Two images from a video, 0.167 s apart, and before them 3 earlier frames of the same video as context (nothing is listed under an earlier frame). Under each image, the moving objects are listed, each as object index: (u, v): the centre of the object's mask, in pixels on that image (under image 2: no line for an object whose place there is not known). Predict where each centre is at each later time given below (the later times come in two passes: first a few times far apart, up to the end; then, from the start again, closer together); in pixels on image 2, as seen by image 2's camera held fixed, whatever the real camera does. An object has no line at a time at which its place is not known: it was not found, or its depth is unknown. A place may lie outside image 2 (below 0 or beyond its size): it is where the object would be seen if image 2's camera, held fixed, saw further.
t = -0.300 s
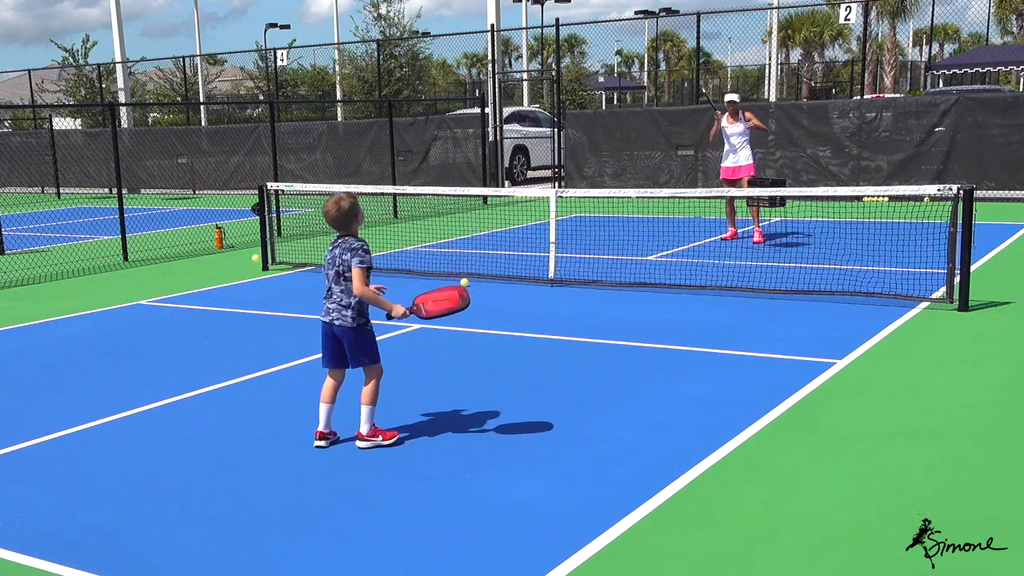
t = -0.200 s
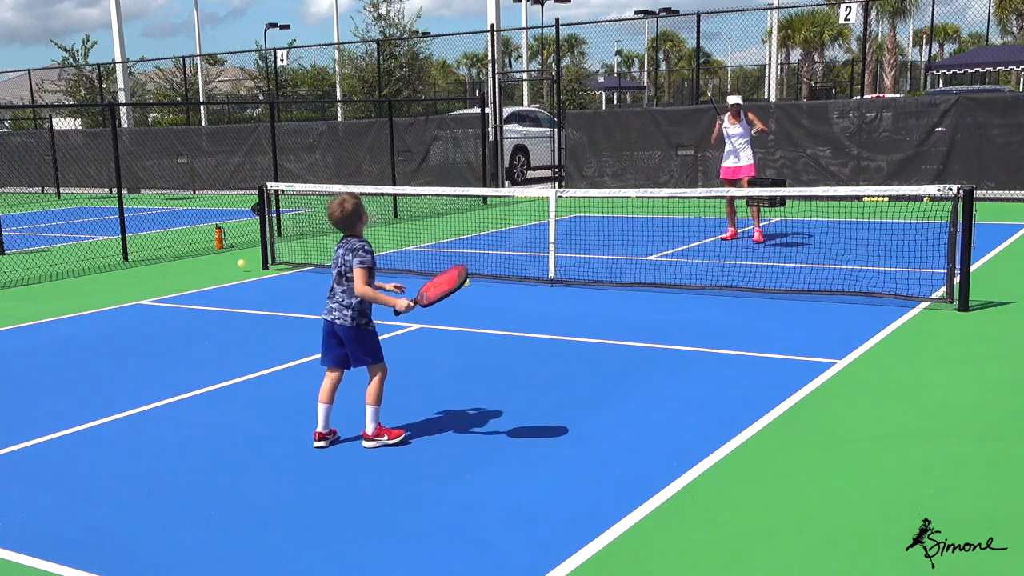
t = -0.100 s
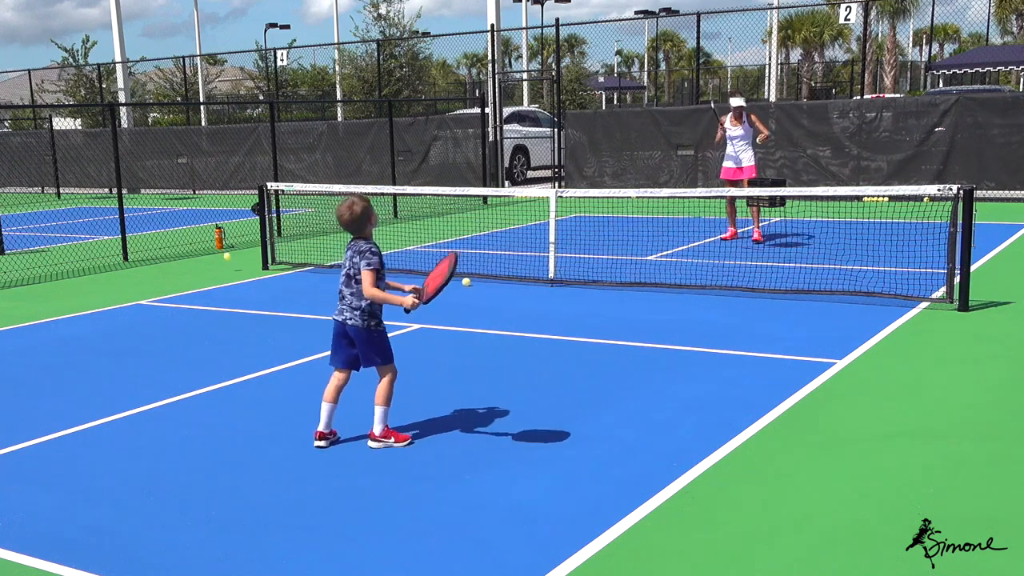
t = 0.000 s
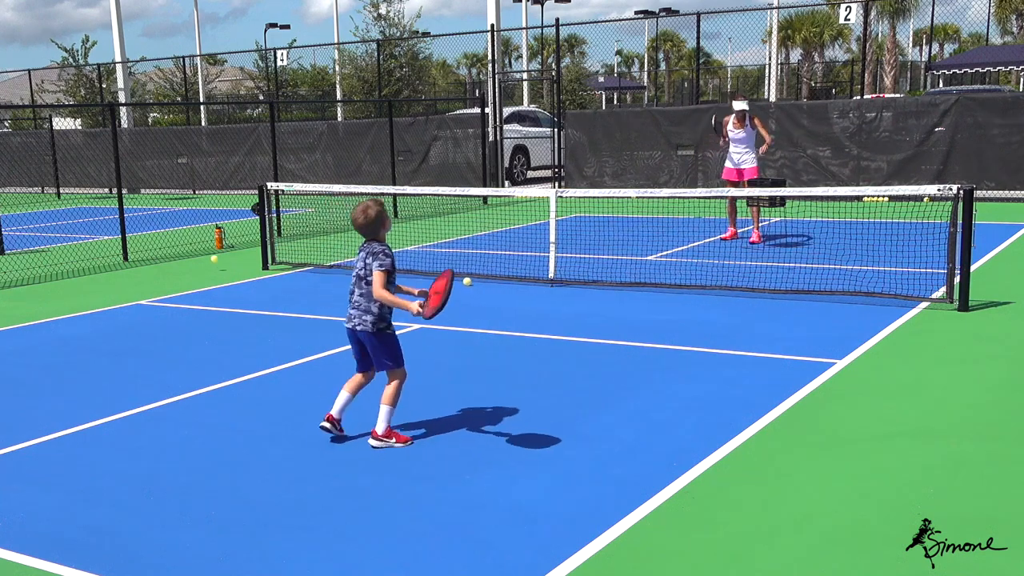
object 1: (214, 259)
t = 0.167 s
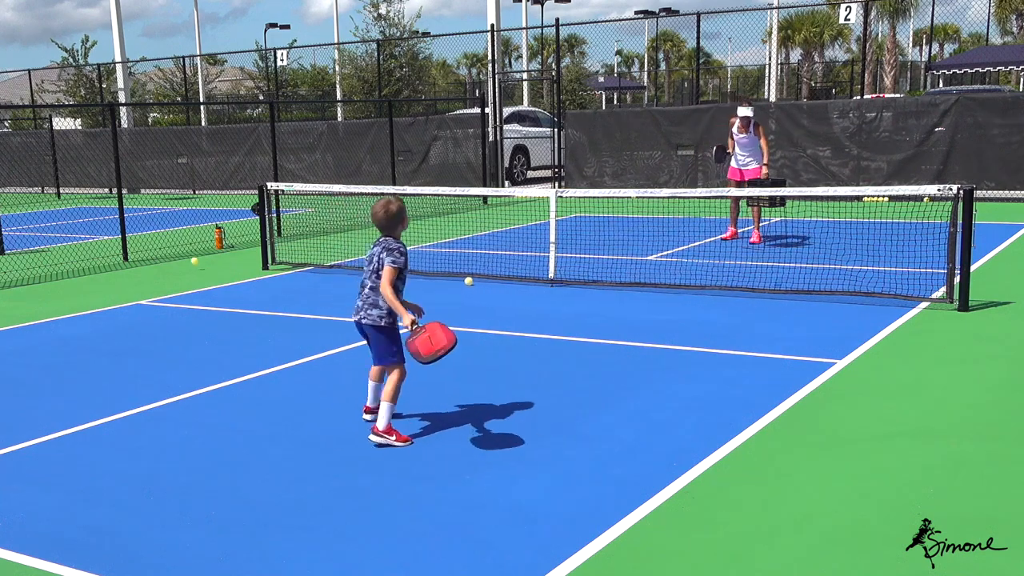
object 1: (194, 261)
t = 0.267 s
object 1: (182, 262)
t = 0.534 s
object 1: (153, 264)
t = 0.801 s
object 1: (127, 264)
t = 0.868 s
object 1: (122, 264)
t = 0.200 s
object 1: (190, 260)
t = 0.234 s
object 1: (186, 260)
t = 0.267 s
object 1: (182, 262)
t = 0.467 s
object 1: (161, 264)
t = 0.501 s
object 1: (157, 265)
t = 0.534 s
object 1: (153, 264)
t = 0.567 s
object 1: (150, 263)
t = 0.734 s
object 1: (134, 264)
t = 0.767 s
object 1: (131, 264)
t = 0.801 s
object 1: (127, 264)
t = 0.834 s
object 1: (124, 264)
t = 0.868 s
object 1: (122, 264)
